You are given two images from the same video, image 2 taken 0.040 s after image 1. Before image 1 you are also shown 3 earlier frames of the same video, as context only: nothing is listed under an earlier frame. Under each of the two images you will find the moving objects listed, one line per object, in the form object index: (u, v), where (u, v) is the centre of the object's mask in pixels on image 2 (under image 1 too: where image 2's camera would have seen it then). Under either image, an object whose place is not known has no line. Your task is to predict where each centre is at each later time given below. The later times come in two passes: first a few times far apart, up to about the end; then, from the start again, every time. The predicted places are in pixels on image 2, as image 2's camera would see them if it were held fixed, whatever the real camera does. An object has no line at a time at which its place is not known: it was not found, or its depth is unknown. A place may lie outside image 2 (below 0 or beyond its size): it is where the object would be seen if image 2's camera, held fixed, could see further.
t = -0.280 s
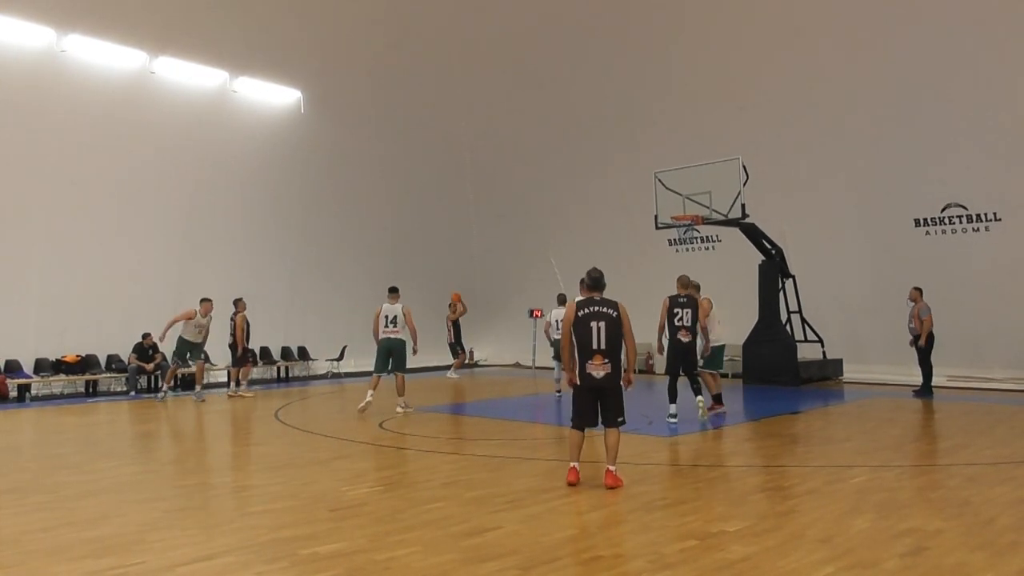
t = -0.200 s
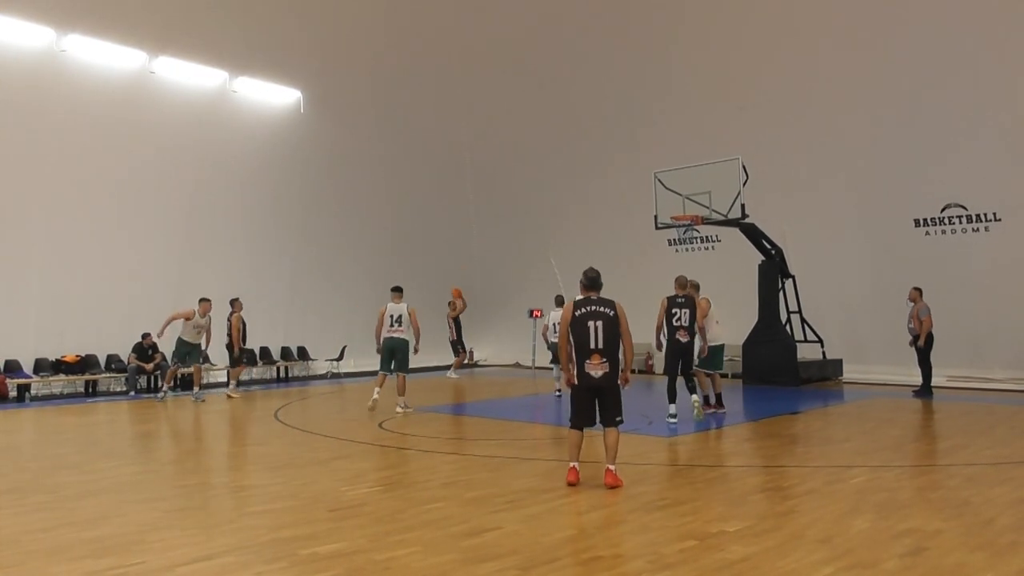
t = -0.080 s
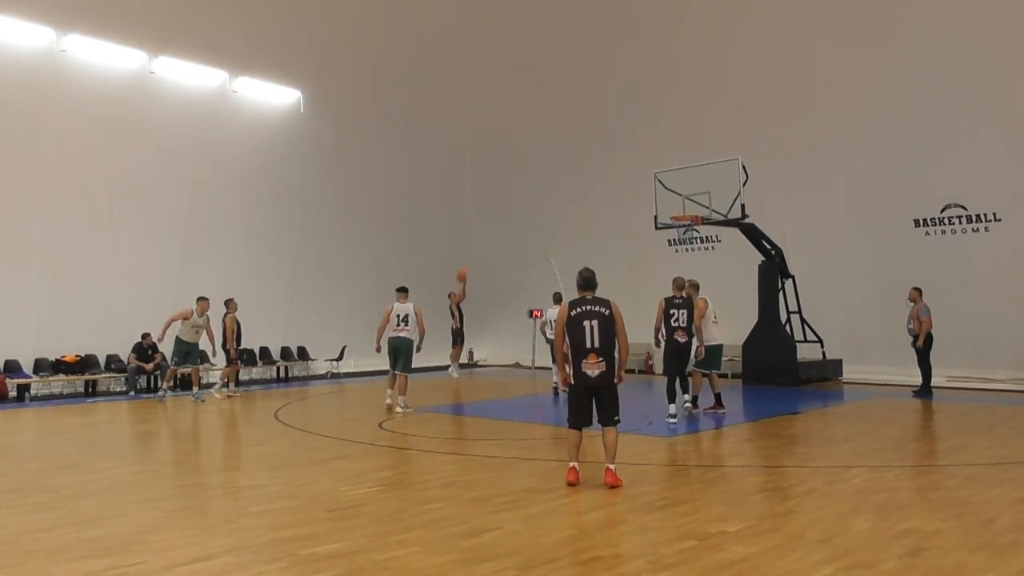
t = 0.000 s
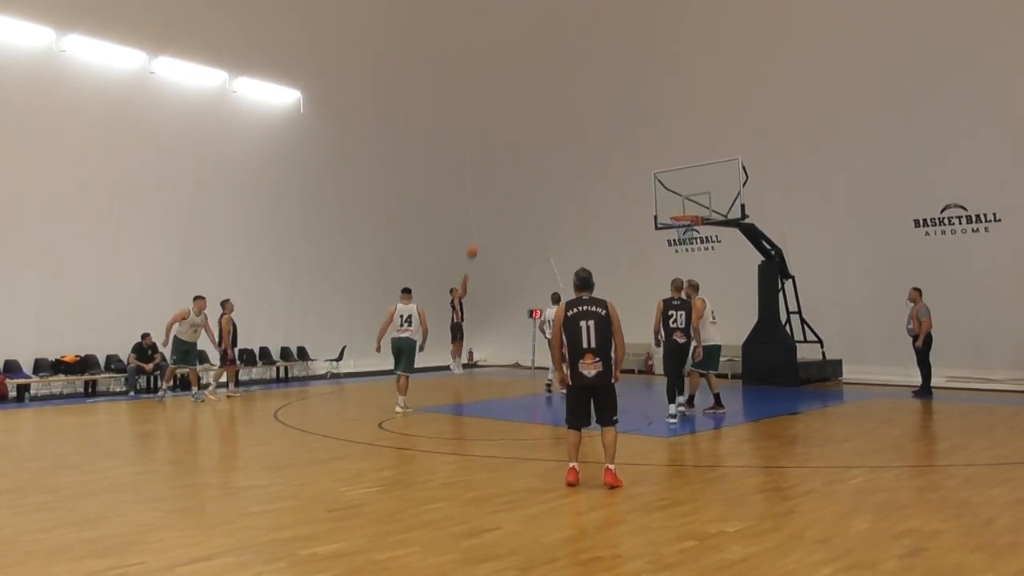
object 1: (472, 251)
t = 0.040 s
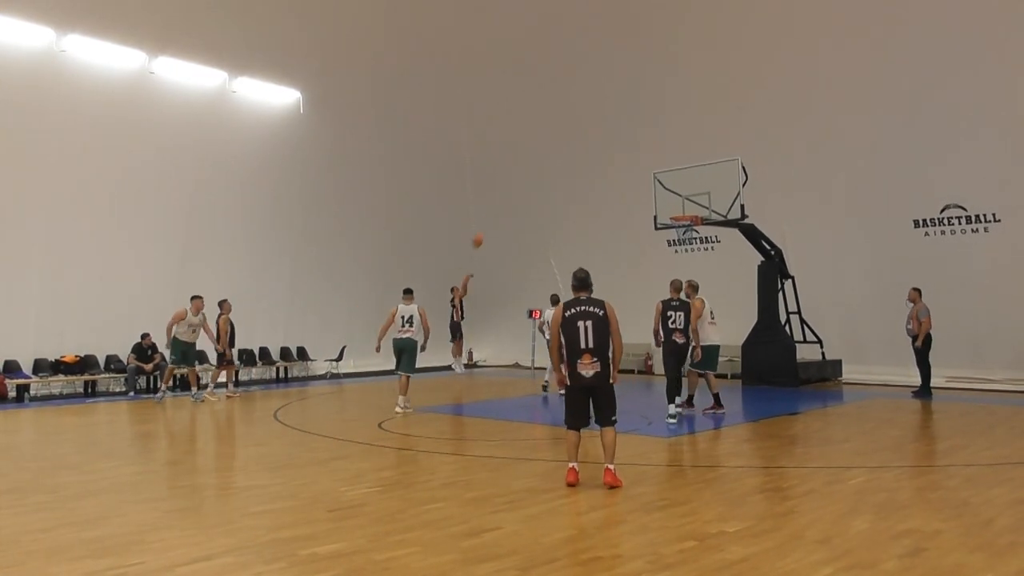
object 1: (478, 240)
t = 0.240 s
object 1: (507, 194)
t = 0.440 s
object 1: (540, 162)
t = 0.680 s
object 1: (583, 147)
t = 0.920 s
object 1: (630, 163)
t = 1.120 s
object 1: (669, 201)
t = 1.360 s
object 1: (690, 259)
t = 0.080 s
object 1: (483, 230)
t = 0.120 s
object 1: (490, 220)
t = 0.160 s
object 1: (495, 211)
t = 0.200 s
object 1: (501, 202)
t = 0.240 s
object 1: (507, 194)
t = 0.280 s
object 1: (514, 186)
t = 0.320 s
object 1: (520, 178)
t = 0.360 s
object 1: (526, 173)
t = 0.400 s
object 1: (533, 168)
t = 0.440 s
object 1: (540, 162)
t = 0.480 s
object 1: (547, 158)
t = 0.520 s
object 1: (554, 154)
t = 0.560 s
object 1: (561, 151)
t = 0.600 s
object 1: (568, 149)
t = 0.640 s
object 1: (575, 148)
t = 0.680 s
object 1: (583, 147)
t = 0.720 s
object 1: (591, 148)
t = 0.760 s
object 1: (598, 149)
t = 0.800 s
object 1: (607, 151)
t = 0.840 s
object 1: (615, 154)
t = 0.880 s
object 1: (623, 158)
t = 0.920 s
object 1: (630, 163)
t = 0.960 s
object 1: (639, 169)
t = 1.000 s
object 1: (646, 175)
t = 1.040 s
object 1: (654, 182)
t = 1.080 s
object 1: (661, 192)
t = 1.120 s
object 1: (669, 201)
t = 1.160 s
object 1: (678, 209)
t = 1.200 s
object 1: (688, 222)
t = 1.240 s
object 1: (687, 232)
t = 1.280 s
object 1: (688, 240)
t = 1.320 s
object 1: (689, 249)
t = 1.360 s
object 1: (690, 259)
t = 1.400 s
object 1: (692, 268)
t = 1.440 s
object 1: (693, 280)
